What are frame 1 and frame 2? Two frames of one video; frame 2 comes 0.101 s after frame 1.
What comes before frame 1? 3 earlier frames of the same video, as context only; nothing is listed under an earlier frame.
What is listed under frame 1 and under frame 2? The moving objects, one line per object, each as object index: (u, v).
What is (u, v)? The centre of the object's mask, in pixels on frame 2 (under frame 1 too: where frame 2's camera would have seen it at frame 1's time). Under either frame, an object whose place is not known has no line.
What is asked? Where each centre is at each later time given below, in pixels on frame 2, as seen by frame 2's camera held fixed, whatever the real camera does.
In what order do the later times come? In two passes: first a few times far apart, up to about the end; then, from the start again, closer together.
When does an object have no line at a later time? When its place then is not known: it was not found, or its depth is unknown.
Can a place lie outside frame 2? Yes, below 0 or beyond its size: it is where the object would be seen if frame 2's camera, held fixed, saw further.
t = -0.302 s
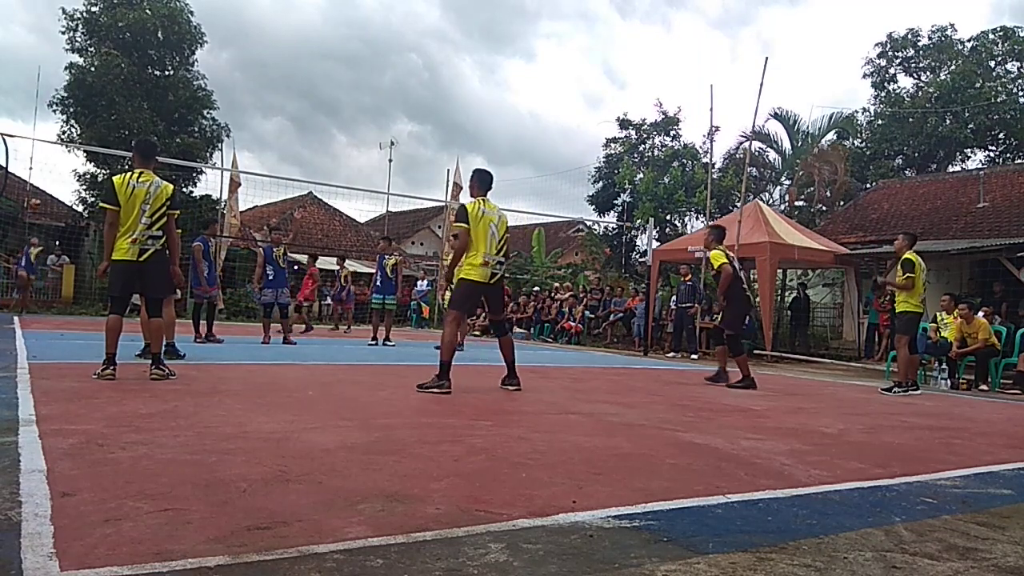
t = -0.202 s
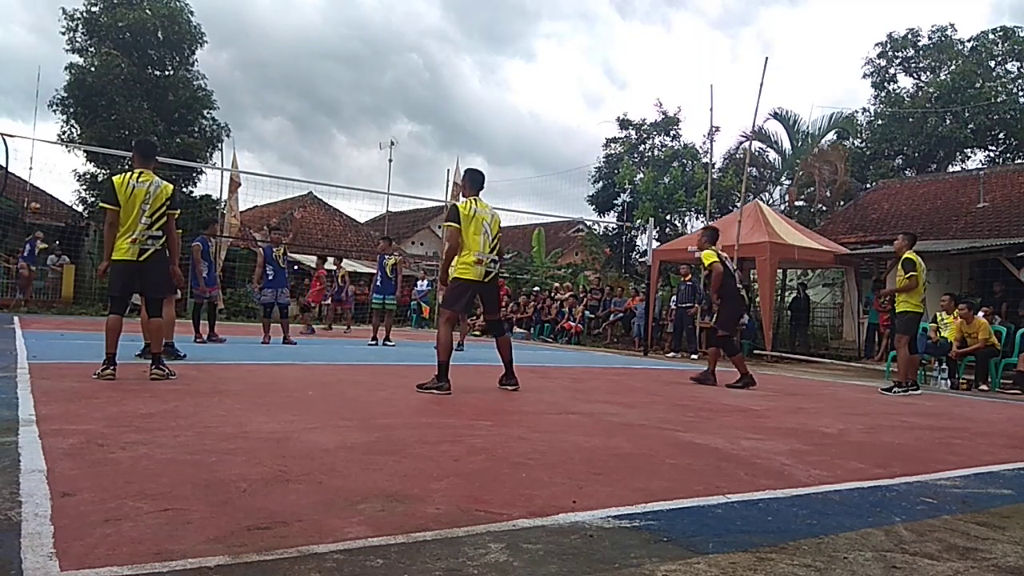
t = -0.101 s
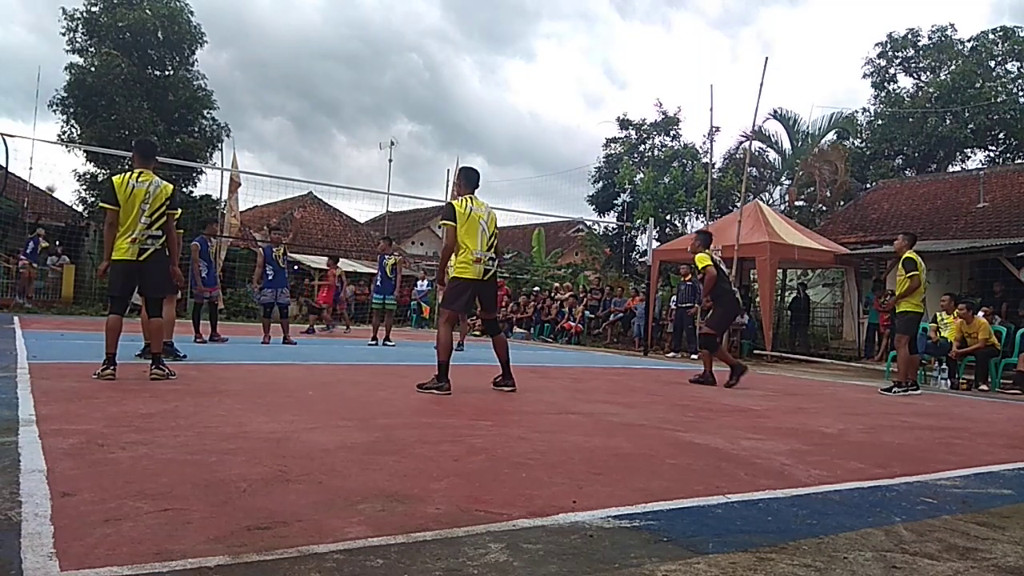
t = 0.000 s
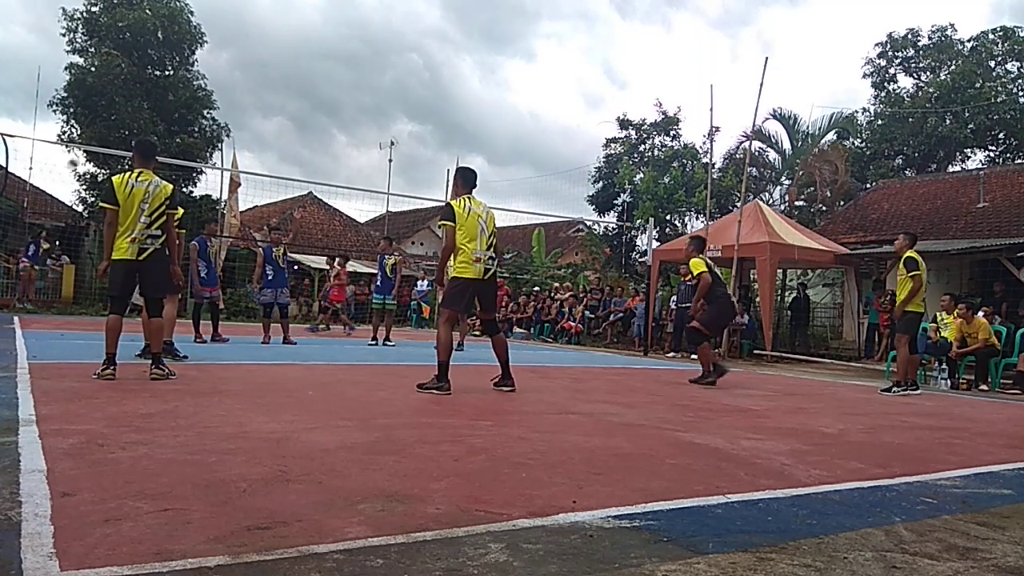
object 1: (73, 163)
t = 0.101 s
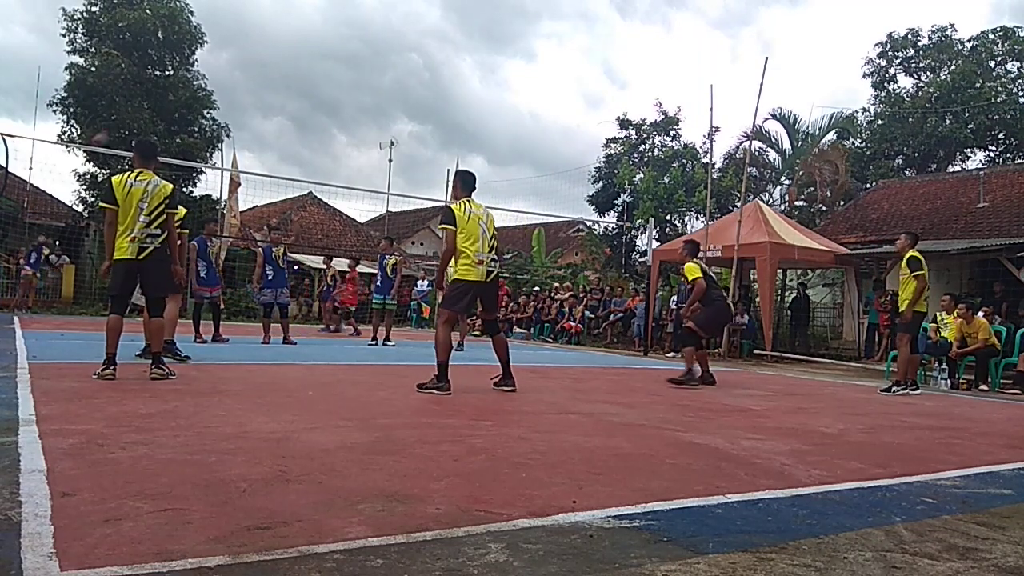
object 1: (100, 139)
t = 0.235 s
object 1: (142, 111)
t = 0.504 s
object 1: (239, 85)
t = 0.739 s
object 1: (344, 102)
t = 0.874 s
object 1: (419, 135)
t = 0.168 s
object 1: (121, 125)
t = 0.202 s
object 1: (131, 118)
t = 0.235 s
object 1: (142, 111)
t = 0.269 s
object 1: (152, 107)
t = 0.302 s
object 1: (164, 101)
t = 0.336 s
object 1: (176, 95)
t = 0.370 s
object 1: (186, 92)
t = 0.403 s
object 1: (199, 89)
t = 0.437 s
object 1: (213, 88)
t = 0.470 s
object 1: (225, 86)
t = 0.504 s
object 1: (239, 85)
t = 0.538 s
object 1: (253, 85)
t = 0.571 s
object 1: (267, 86)
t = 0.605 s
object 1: (281, 87)
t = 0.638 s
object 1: (296, 90)
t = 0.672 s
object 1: (311, 93)
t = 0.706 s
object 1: (328, 97)
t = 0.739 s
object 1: (344, 102)
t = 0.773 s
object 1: (362, 108)
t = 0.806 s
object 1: (380, 116)
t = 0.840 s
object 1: (398, 124)
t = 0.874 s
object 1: (419, 135)
